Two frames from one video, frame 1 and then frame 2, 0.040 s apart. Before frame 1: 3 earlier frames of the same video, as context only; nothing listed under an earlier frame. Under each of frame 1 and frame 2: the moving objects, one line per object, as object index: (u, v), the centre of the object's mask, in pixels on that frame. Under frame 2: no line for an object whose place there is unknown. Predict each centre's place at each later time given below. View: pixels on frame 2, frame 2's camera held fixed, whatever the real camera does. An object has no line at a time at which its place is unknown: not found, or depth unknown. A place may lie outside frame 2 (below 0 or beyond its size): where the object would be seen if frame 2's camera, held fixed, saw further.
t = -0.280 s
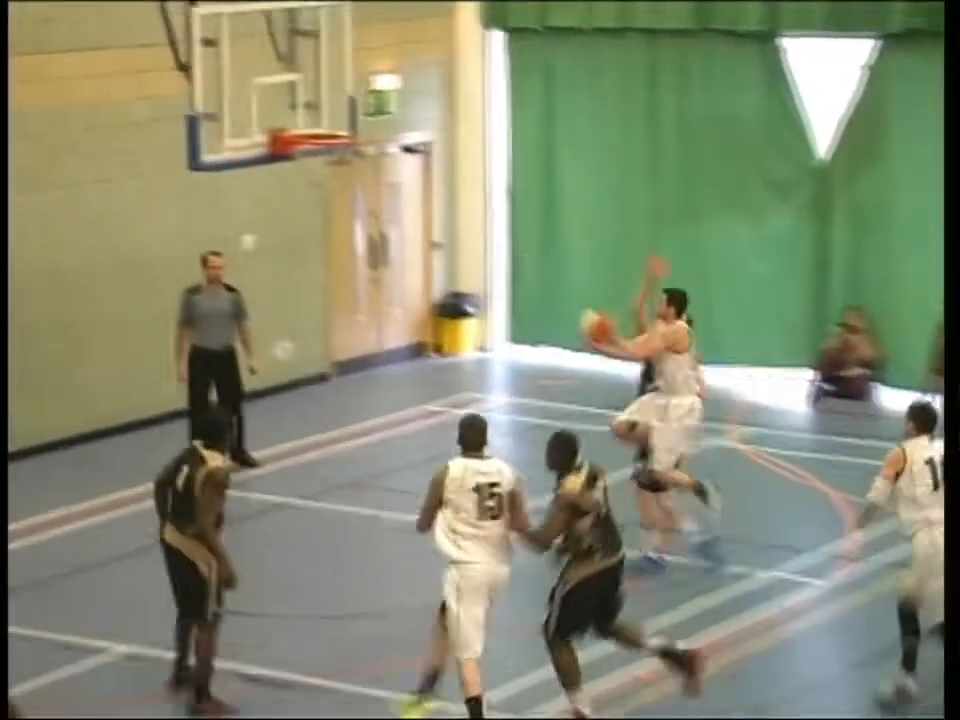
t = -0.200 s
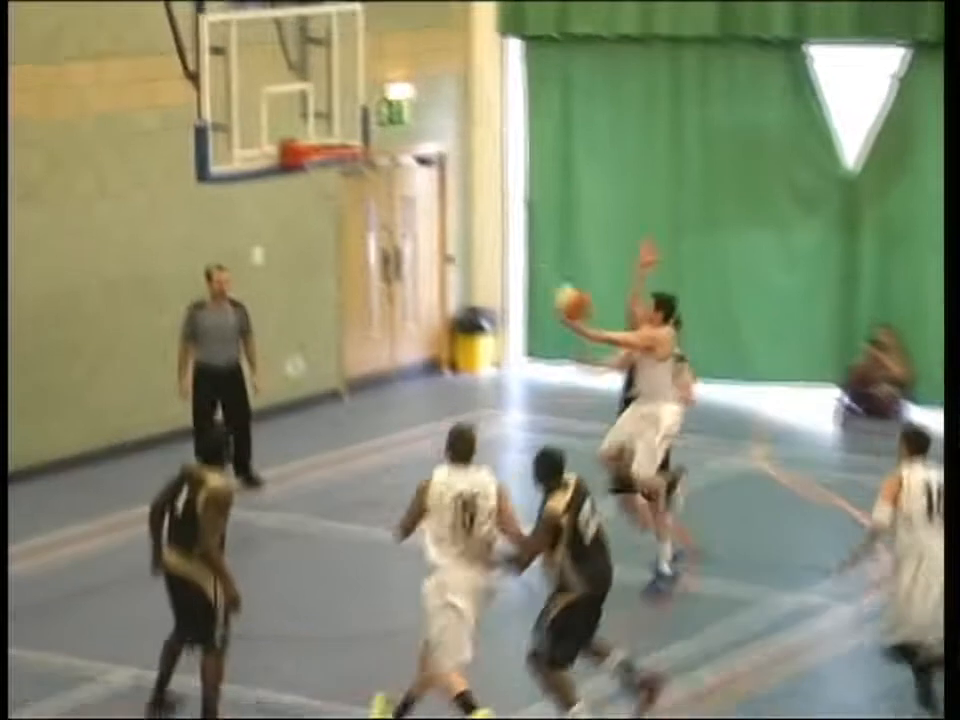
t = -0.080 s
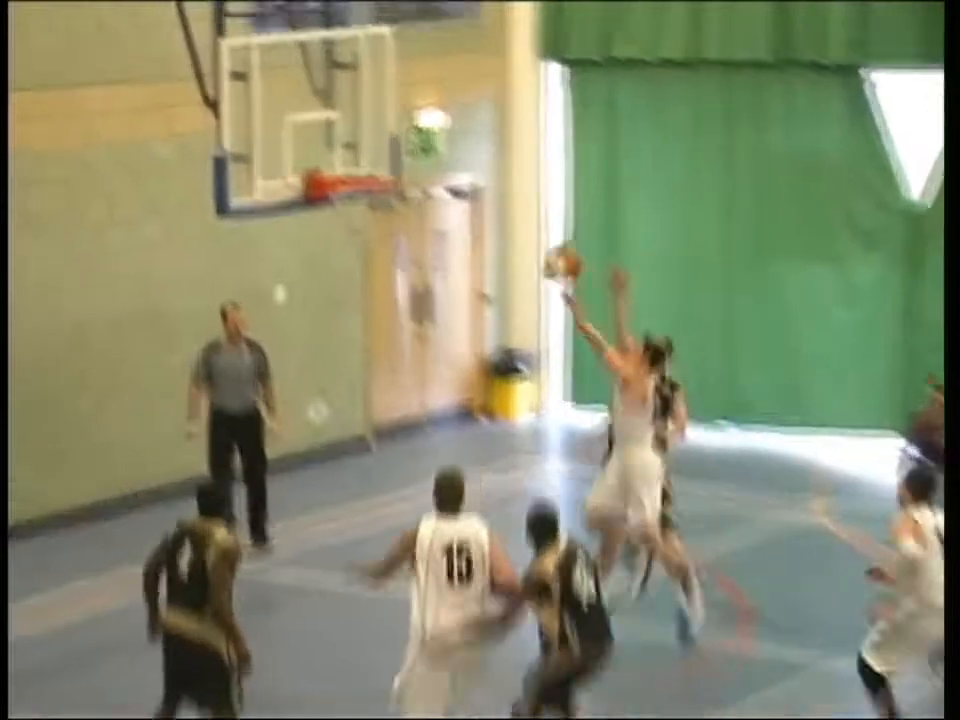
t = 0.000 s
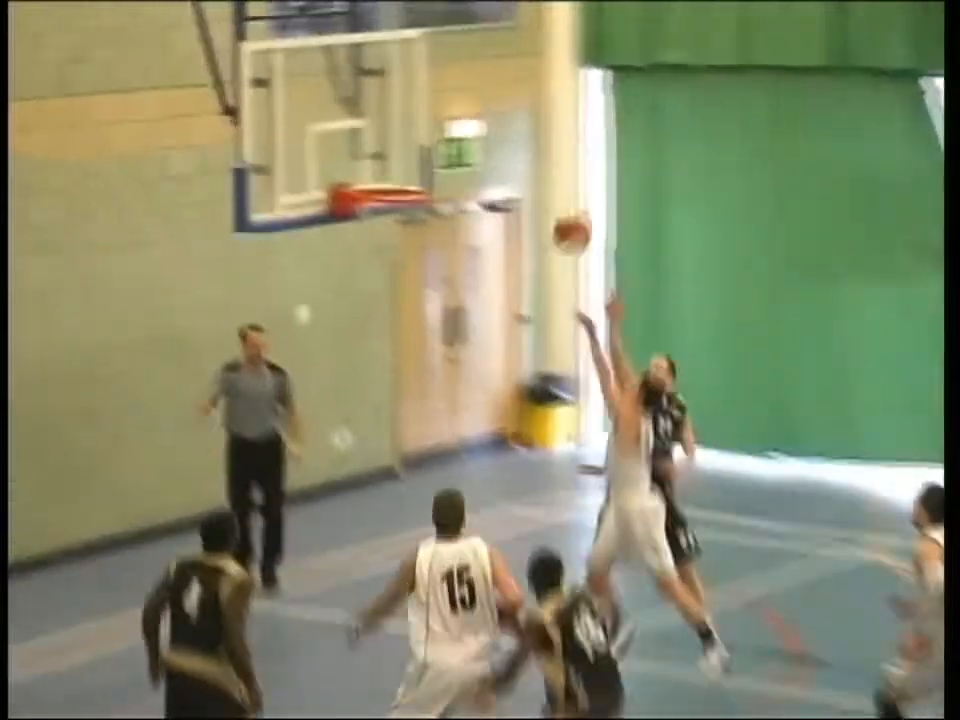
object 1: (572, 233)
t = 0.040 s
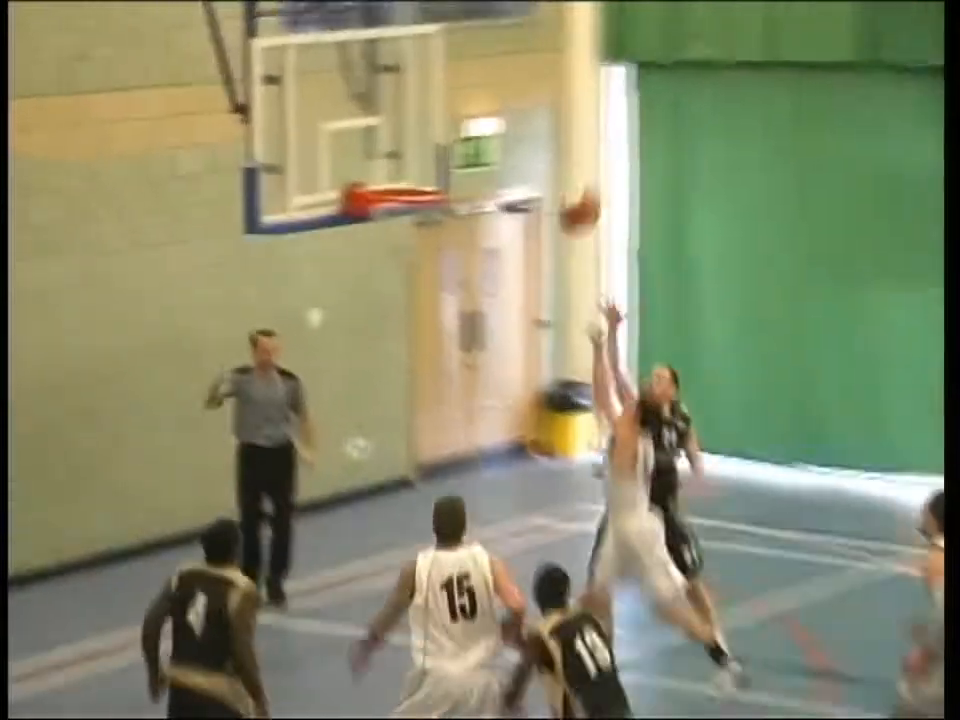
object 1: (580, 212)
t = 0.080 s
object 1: (568, 194)
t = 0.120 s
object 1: (550, 174)
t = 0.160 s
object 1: (535, 161)
